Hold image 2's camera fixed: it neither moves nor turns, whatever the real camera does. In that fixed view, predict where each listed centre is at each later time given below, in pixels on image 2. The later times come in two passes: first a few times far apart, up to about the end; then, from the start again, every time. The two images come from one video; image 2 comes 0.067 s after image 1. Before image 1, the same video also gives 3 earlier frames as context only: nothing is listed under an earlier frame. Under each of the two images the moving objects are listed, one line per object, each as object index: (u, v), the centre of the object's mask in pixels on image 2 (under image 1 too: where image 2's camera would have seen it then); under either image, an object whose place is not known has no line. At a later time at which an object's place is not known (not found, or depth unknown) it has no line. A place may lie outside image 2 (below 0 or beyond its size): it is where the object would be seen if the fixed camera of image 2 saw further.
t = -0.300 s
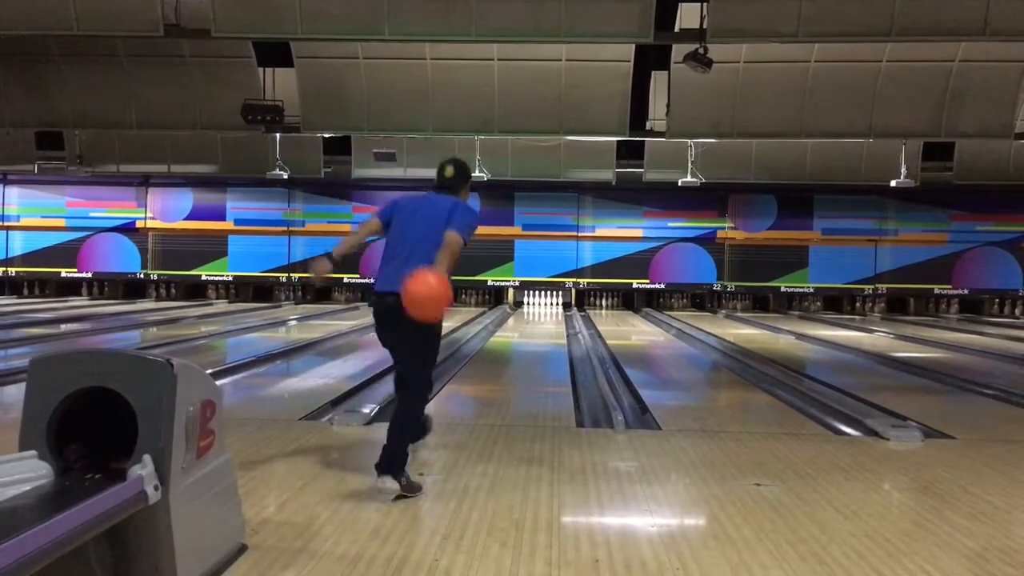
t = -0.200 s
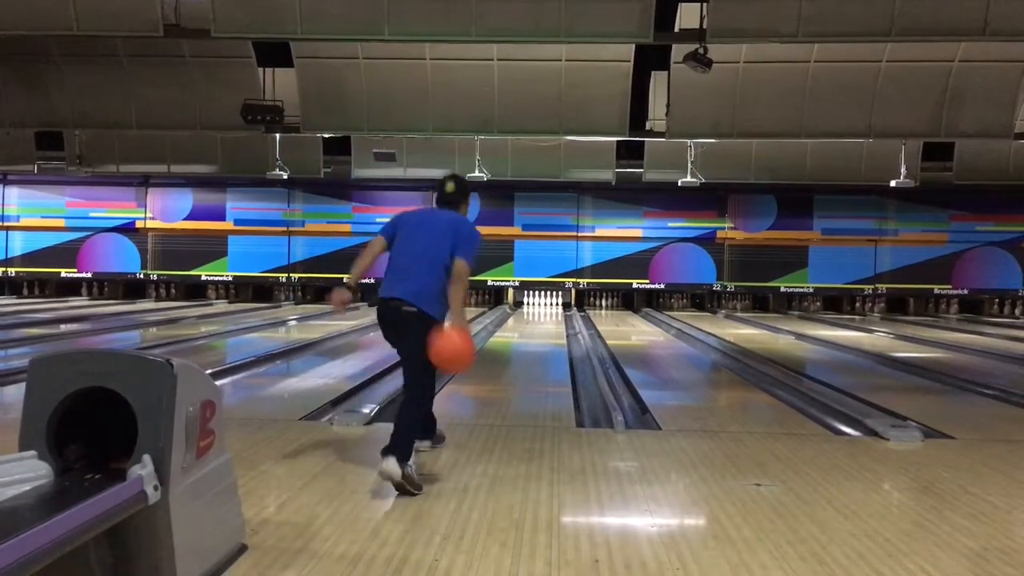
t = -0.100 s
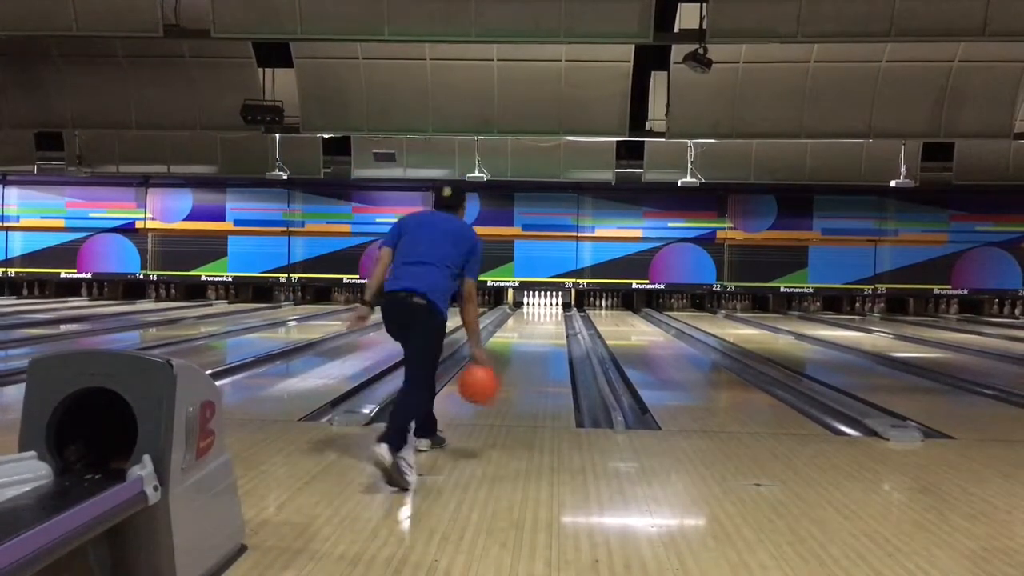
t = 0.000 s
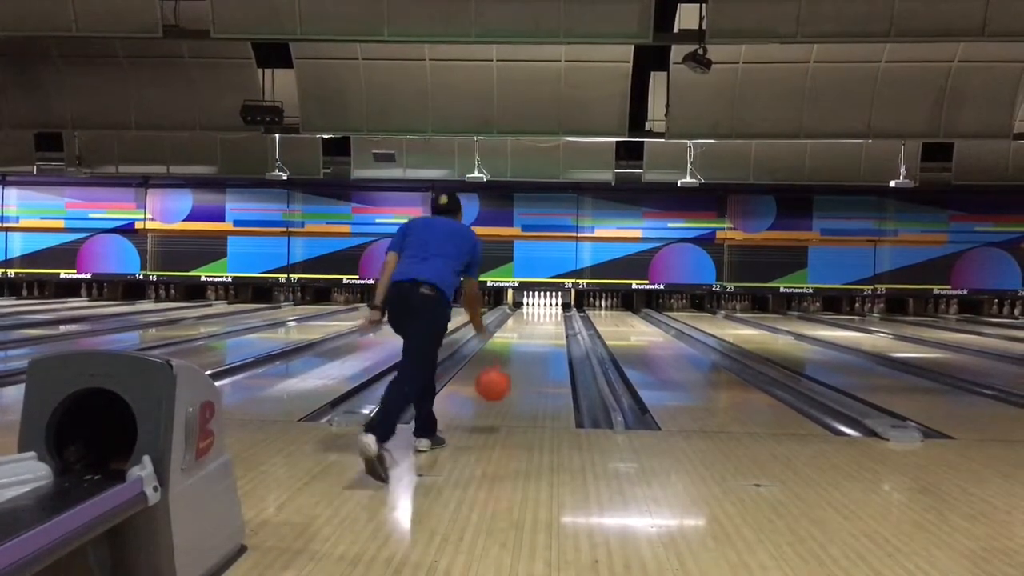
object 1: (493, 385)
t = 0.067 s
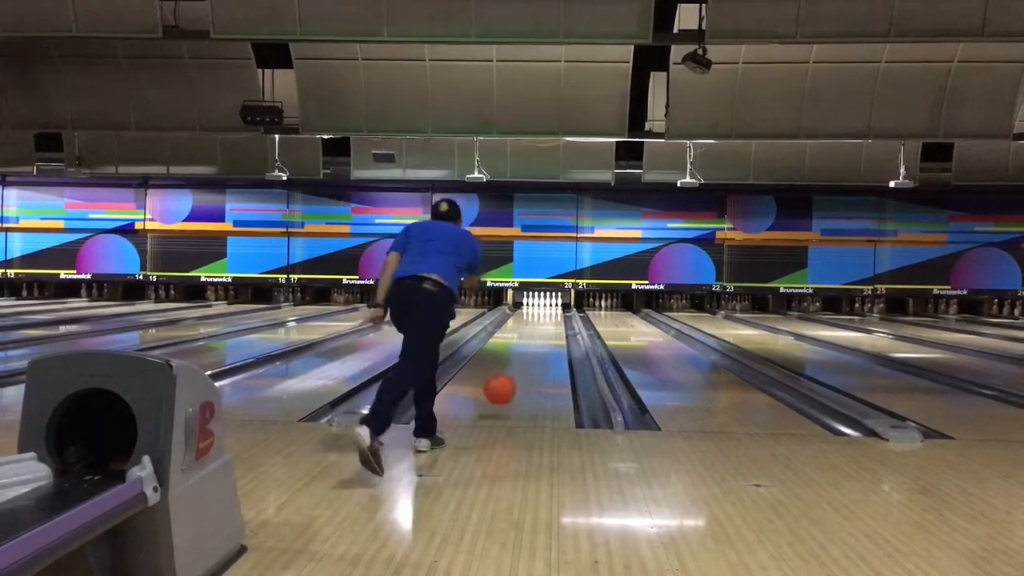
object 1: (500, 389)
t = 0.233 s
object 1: (512, 377)
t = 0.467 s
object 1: (523, 359)
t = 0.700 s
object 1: (530, 344)
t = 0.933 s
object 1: (534, 335)
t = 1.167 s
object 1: (538, 327)
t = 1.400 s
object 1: (539, 321)
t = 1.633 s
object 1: (541, 316)
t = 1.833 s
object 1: (542, 313)
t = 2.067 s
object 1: (543, 309)
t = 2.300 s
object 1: (544, 307)
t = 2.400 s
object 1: (544, 305)
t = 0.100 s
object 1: (502, 393)
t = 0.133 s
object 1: (505, 392)
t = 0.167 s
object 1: (508, 385)
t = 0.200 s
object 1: (510, 380)
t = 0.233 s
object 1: (512, 377)
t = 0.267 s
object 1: (514, 375)
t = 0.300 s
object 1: (516, 373)
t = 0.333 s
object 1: (518, 369)
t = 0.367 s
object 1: (519, 367)
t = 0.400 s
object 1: (521, 364)
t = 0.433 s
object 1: (522, 361)
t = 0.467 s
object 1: (523, 359)
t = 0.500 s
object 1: (524, 356)
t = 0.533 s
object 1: (526, 354)
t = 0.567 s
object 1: (527, 352)
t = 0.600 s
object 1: (528, 350)
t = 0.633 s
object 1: (529, 348)
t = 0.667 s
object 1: (529, 346)
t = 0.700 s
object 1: (530, 344)
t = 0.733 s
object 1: (531, 343)
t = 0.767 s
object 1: (531, 341)
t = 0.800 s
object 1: (532, 340)
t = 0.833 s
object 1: (533, 338)
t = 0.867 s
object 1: (533, 337)
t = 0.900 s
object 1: (534, 336)
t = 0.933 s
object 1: (534, 335)
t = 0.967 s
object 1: (535, 334)
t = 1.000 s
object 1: (535, 332)
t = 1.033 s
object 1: (536, 331)
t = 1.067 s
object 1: (536, 330)
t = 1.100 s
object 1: (537, 329)
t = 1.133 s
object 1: (537, 328)
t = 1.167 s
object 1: (538, 327)
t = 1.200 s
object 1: (538, 326)
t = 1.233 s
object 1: (538, 325)
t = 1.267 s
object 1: (538, 324)
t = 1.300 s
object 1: (539, 323)
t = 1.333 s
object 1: (539, 322)
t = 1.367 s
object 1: (539, 322)
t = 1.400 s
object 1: (539, 321)
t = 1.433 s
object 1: (540, 320)
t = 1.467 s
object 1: (541, 319)
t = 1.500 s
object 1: (541, 318)
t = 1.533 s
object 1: (541, 318)
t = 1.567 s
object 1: (541, 317)
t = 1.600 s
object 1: (541, 317)
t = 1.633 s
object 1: (541, 316)
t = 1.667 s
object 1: (542, 315)
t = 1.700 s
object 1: (542, 315)
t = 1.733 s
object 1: (542, 314)
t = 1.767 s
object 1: (542, 314)
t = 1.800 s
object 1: (542, 314)
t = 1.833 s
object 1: (542, 313)
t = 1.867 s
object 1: (542, 313)
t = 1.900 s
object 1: (542, 312)
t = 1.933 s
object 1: (542, 312)
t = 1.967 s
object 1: (543, 311)
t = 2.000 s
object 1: (543, 310)
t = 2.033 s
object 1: (543, 310)
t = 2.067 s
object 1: (543, 309)
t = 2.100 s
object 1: (543, 309)
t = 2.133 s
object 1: (543, 308)
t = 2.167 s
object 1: (543, 308)
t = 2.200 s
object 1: (544, 308)
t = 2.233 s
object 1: (543, 308)
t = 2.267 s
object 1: (544, 307)
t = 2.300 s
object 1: (544, 307)
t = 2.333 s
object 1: (544, 306)
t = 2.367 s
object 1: (544, 306)
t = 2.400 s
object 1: (544, 305)
